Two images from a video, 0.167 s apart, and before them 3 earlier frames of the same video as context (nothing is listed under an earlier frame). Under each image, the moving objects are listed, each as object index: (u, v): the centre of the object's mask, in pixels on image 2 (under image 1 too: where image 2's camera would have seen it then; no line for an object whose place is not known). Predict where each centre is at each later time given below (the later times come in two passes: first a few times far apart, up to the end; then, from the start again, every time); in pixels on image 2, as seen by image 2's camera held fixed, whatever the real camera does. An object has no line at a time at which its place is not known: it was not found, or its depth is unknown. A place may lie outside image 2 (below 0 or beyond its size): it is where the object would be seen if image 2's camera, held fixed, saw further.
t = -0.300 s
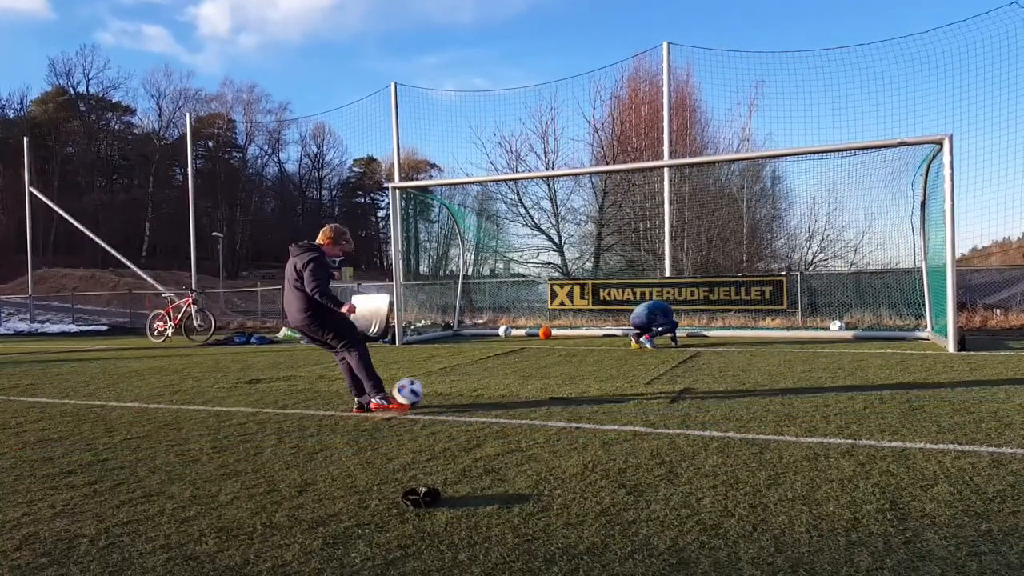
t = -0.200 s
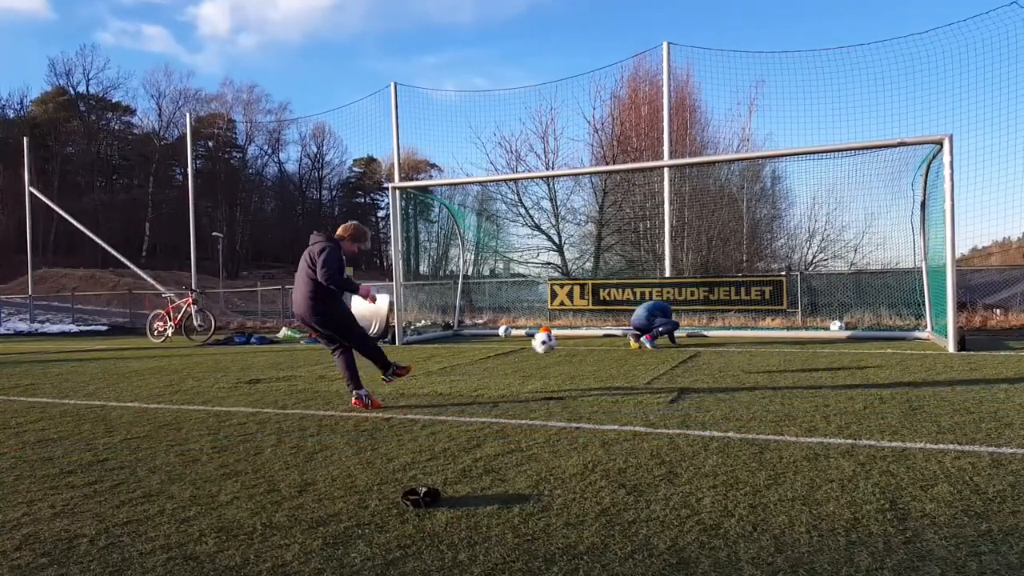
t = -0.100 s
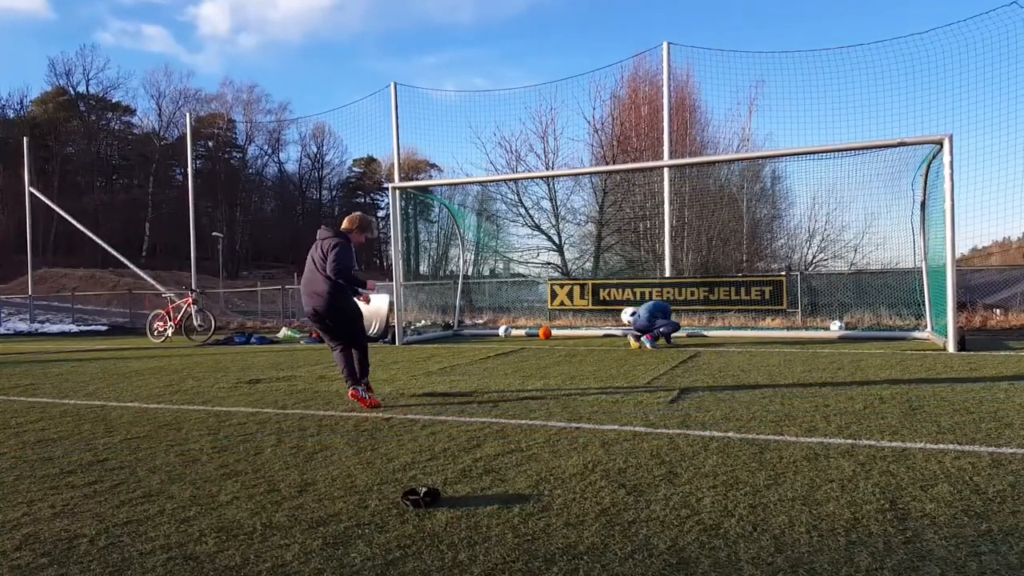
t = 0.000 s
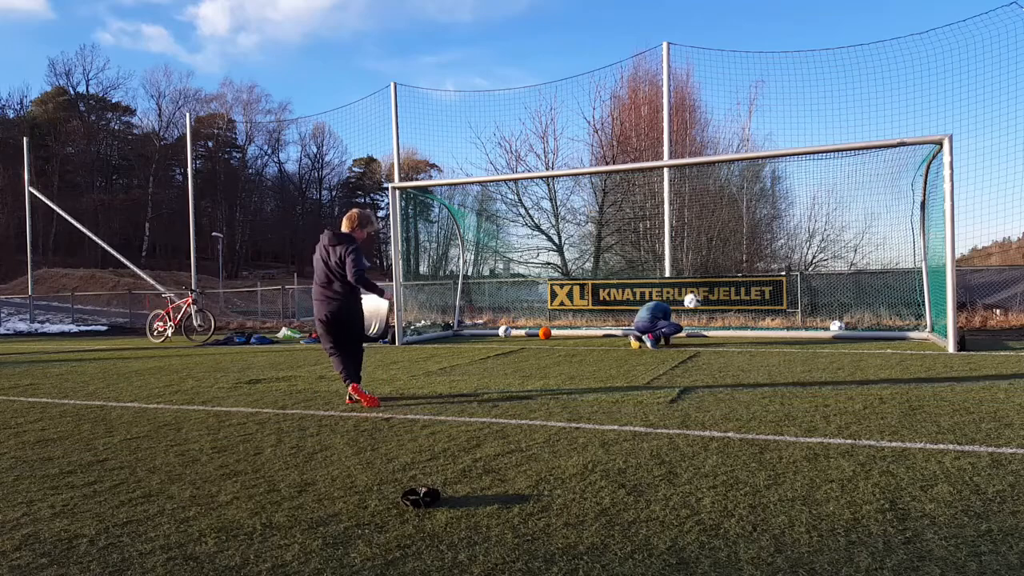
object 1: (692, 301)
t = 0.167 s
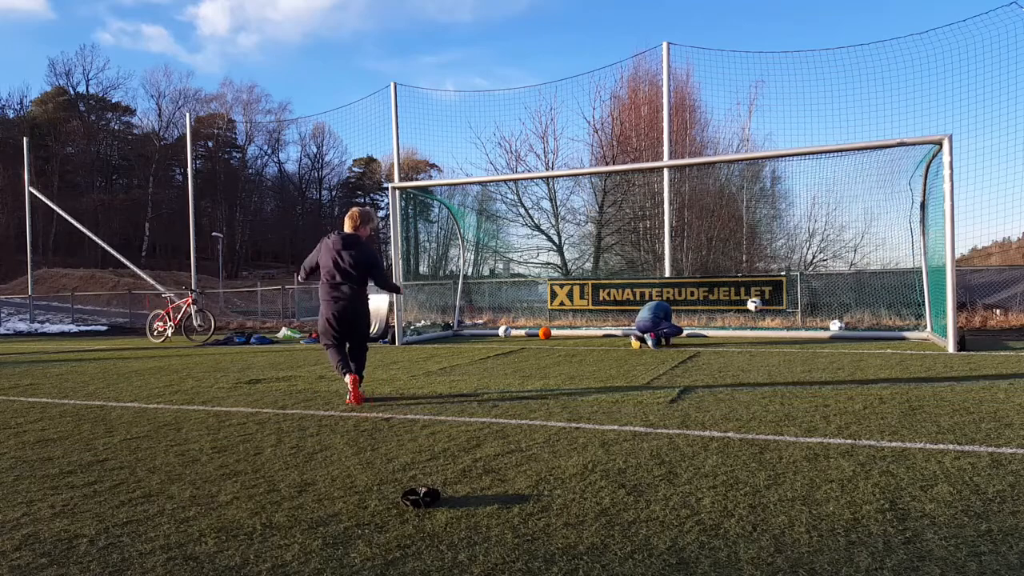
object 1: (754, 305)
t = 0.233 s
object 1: (769, 322)
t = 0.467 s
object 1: (788, 299)
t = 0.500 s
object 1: (790, 299)
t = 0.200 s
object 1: (761, 313)
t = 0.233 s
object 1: (769, 322)
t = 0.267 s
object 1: (773, 320)
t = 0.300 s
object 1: (775, 314)
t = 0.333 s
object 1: (778, 309)
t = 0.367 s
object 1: (780, 305)
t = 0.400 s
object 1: (783, 302)
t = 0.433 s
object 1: (785, 300)
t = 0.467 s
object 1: (788, 299)
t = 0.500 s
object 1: (790, 299)
